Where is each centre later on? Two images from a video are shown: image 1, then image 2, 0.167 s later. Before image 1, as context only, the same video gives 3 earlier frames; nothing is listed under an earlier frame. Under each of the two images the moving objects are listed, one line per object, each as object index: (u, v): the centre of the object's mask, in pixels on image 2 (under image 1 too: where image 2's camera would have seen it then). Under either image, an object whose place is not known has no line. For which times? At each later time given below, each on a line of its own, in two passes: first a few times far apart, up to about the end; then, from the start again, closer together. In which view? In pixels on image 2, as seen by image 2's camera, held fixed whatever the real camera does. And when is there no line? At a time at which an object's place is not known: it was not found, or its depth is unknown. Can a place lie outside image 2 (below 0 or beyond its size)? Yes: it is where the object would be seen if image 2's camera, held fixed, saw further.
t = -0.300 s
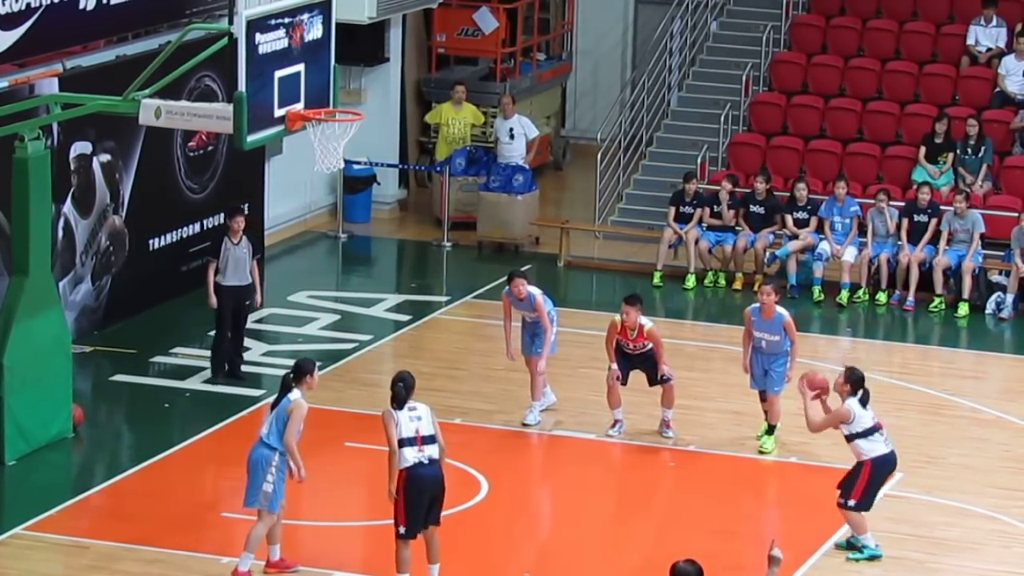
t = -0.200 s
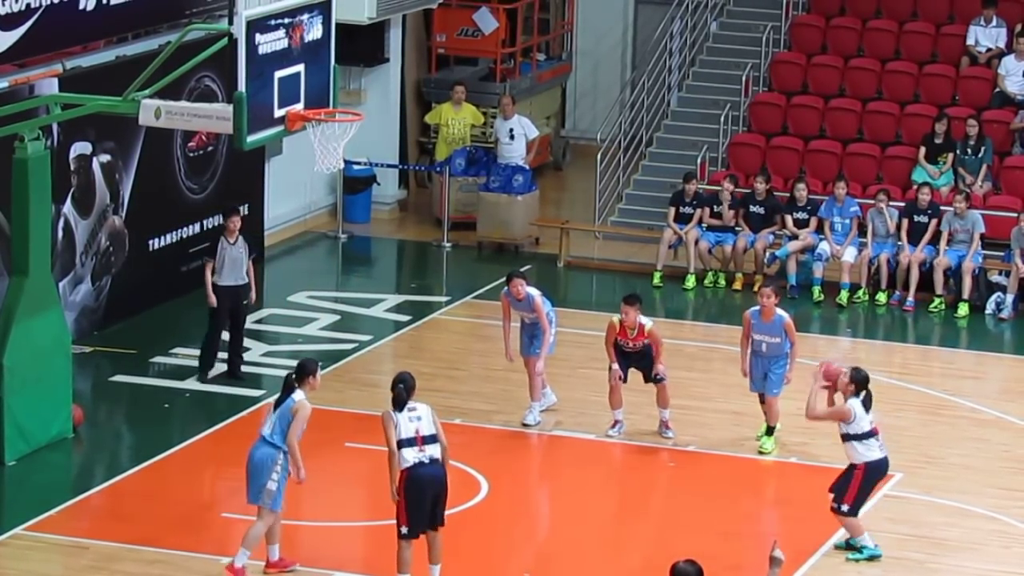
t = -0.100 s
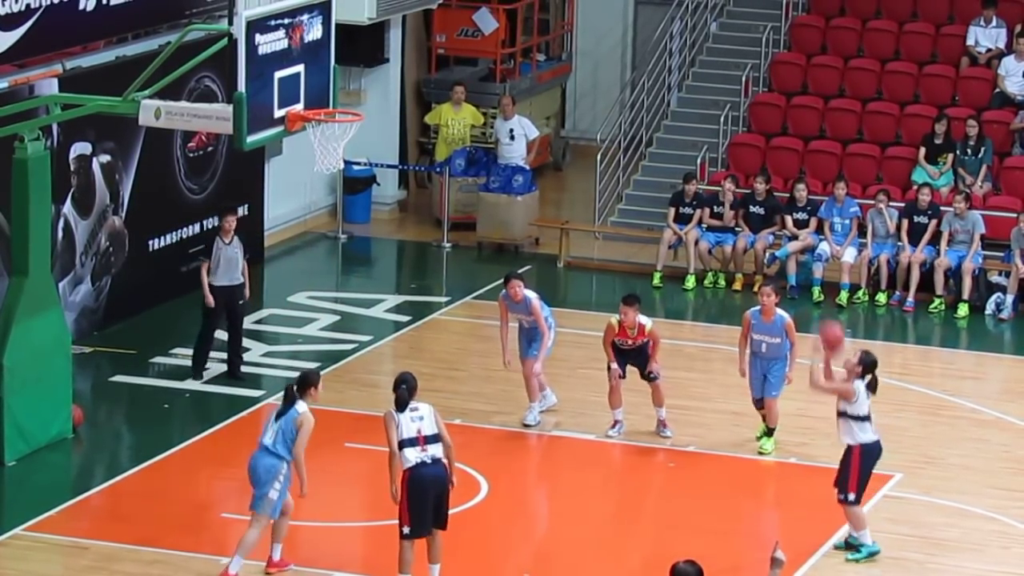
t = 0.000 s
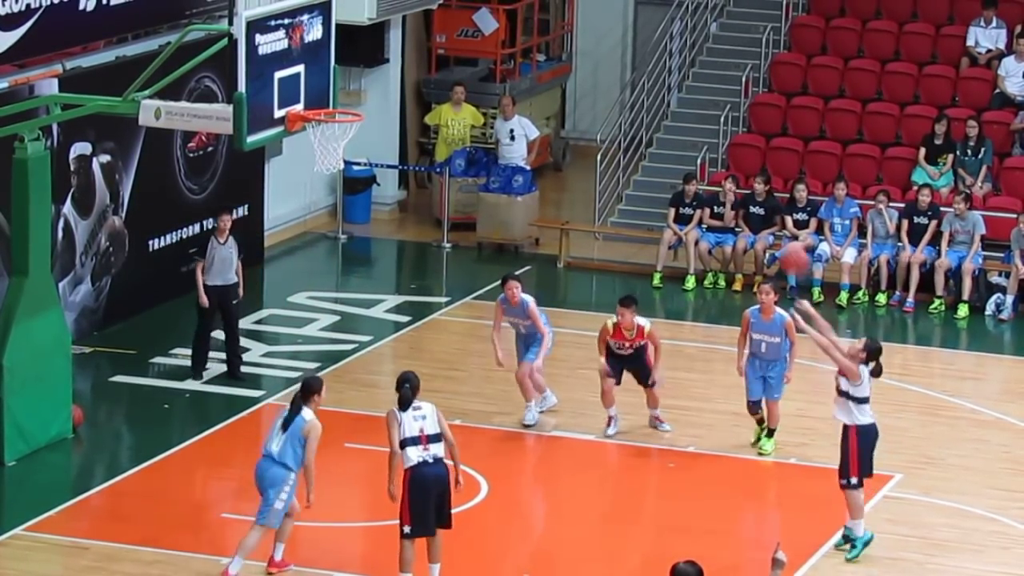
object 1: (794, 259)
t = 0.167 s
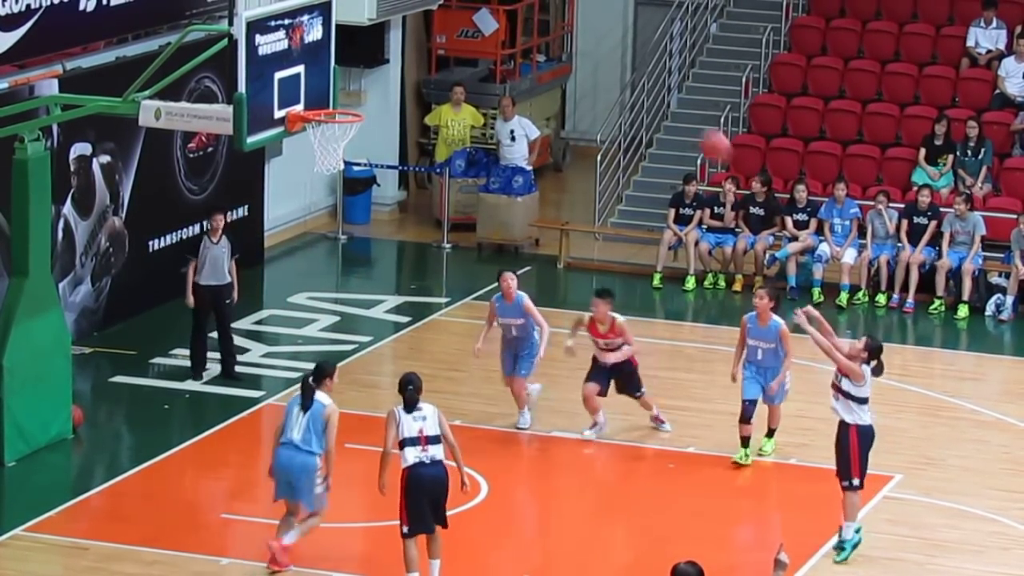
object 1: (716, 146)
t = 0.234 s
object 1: (683, 110)
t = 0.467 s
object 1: (573, 31)
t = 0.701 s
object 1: (463, 19)
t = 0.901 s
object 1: (372, 60)
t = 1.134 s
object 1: (345, 82)
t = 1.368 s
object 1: (388, 88)
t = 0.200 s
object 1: (700, 128)
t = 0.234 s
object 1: (683, 110)
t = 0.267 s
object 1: (669, 95)
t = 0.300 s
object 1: (652, 81)
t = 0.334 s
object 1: (637, 68)
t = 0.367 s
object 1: (621, 57)
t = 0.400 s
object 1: (605, 47)
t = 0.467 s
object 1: (573, 31)
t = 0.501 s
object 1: (557, 25)
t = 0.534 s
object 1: (543, 22)
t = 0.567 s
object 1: (527, 18)
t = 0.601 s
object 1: (511, 16)
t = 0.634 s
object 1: (497, 15)
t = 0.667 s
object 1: (480, 16)
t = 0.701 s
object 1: (463, 19)
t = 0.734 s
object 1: (449, 22)
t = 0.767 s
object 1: (434, 28)
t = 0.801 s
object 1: (418, 35)
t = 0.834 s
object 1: (403, 42)
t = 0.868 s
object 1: (386, 51)
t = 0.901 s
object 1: (372, 60)
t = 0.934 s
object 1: (358, 72)
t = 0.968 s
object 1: (343, 85)
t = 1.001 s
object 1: (327, 99)
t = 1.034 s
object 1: (326, 99)
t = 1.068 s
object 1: (332, 92)
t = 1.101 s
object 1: (338, 86)
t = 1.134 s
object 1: (345, 82)
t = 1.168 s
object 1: (351, 79)
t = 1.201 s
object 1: (356, 77)
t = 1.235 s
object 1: (363, 76)
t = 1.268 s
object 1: (369, 77)
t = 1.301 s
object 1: (375, 79)
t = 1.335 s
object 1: (381, 82)
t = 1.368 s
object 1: (388, 88)
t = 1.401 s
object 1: (394, 94)
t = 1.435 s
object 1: (401, 102)
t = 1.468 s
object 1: (407, 112)
